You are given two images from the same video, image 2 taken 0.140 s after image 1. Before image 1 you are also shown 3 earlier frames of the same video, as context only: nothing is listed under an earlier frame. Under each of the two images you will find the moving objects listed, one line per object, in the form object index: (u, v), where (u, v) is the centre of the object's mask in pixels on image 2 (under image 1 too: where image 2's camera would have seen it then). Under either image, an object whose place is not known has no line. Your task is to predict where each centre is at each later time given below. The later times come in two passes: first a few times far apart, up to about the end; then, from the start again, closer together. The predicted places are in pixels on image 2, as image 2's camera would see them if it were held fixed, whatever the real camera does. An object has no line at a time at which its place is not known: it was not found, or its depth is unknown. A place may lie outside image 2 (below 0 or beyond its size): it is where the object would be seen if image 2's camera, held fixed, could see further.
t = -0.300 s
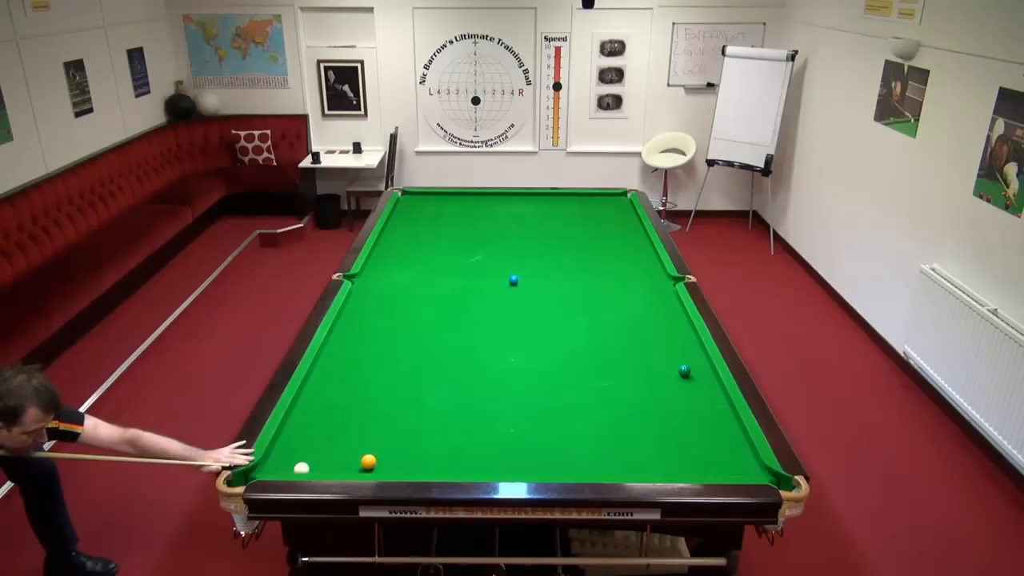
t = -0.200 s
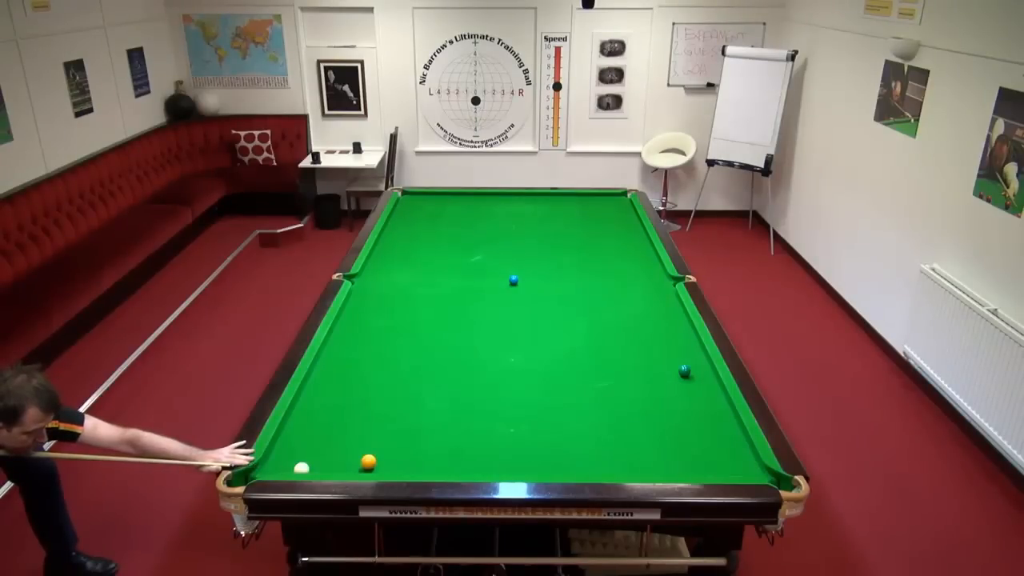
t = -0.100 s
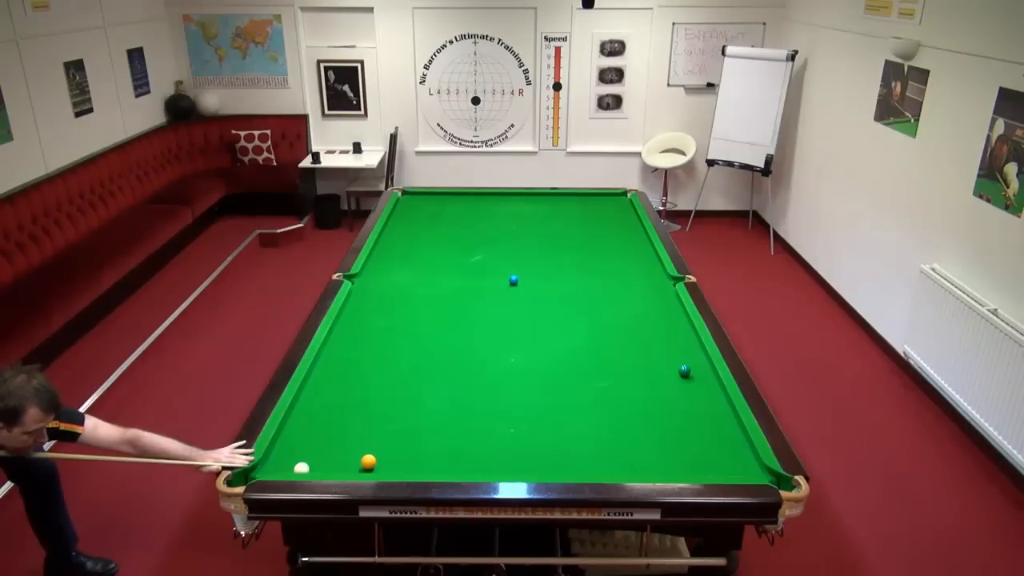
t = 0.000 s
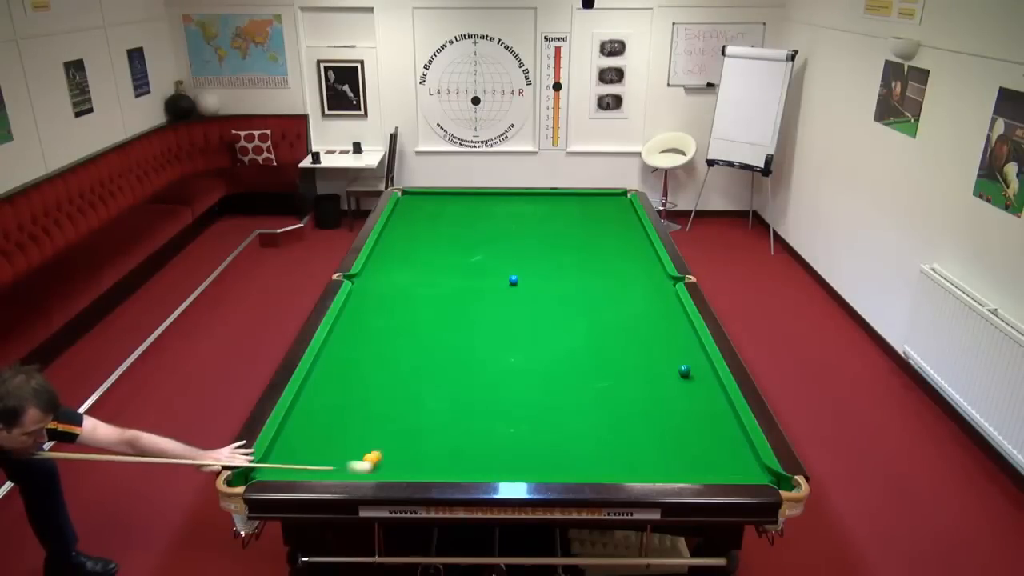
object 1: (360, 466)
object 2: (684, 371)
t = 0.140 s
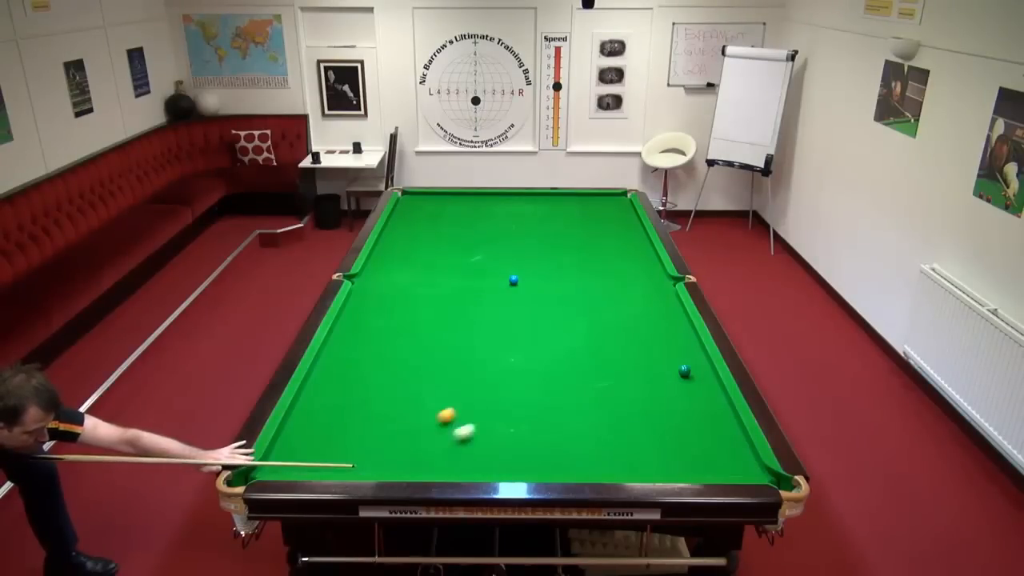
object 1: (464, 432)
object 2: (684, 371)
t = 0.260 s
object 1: (540, 407)
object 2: (684, 371)
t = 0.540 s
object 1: (683, 360)
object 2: (690, 373)
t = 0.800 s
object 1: (629, 315)
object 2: (713, 385)
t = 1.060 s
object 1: (570, 281)
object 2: (700, 395)
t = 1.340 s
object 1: (520, 251)
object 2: (688, 405)
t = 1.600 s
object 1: (481, 228)
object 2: (676, 414)
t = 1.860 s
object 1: (450, 208)
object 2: (665, 423)
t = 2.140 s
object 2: (654, 431)
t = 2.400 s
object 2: (644, 440)
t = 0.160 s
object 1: (477, 428)
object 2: (684, 371)
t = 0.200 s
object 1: (503, 418)
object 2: (684, 371)
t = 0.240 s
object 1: (528, 411)
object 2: (684, 371)
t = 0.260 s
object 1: (540, 407)
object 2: (684, 371)
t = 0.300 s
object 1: (564, 399)
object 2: (684, 371)
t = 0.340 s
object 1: (586, 392)
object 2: (684, 371)
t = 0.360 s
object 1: (597, 389)
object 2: (684, 371)
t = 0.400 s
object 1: (618, 383)
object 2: (684, 371)
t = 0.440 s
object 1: (639, 377)
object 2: (685, 370)
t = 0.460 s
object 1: (649, 374)
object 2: (684, 371)
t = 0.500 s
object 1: (669, 368)
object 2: (684, 371)
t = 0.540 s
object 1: (683, 360)
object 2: (690, 373)
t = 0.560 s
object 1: (688, 356)
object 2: (693, 374)
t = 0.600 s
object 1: (699, 349)
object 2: (699, 377)
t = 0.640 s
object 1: (685, 341)
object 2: (705, 379)
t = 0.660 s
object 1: (677, 338)
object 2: (708, 379)
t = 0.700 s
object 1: (662, 331)
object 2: (712, 382)
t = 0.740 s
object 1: (648, 325)
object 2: (716, 384)
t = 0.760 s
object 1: (641, 322)
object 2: (715, 385)
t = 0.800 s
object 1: (629, 315)
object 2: (713, 385)
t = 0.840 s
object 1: (619, 310)
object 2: (711, 387)
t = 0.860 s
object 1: (613, 307)
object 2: (710, 388)
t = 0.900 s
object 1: (604, 301)
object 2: (708, 389)
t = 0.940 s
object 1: (595, 296)
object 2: (706, 390)
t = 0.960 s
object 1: (590, 293)
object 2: (705, 391)
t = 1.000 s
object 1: (582, 288)
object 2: (703, 392)
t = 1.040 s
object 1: (574, 283)
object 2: (701, 394)
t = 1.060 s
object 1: (570, 281)
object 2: (700, 395)
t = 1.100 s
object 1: (562, 276)
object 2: (699, 396)
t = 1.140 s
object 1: (555, 271)
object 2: (697, 397)
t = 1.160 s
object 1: (551, 269)
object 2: (696, 399)
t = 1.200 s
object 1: (544, 265)
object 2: (694, 400)
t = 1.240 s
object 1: (536, 261)
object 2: (692, 402)
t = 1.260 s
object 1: (533, 259)
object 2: (692, 402)
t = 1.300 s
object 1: (526, 255)
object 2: (690, 404)
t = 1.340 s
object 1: (520, 251)
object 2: (688, 405)
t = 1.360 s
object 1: (516, 249)
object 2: (687, 406)
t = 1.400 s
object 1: (510, 245)
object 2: (685, 407)
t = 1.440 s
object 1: (504, 241)
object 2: (684, 408)
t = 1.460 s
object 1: (501, 240)
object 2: (682, 409)
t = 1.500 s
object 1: (495, 236)
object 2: (681, 411)
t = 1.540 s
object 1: (490, 233)
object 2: (679, 412)
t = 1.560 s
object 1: (487, 231)
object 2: (678, 413)
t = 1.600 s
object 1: (481, 228)
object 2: (676, 414)
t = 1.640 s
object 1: (476, 225)
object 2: (675, 415)
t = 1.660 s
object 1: (474, 223)
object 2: (674, 416)
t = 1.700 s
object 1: (469, 220)
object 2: (672, 417)
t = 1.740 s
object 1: (464, 217)
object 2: (670, 419)
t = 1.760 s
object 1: (461, 215)
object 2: (669, 419)
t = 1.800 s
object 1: (457, 213)
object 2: (668, 421)
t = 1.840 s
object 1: (452, 210)
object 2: (666, 422)
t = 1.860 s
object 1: (450, 208)
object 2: (665, 423)
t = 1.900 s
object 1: (445, 206)
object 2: (664, 424)
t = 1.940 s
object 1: (441, 203)
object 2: (662, 425)
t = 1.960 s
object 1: (439, 202)
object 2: (661, 426)
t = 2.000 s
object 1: (435, 199)
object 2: (659, 427)
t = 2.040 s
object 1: (431, 197)
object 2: (658, 428)
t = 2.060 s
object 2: (657, 429)
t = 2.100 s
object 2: (655, 430)
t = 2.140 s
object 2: (654, 431)
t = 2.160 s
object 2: (653, 432)
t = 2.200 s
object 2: (651, 433)
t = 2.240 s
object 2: (650, 434)
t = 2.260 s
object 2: (649, 435)
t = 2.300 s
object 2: (648, 436)
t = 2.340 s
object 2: (646, 437)
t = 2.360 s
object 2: (645, 438)
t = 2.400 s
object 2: (644, 440)
